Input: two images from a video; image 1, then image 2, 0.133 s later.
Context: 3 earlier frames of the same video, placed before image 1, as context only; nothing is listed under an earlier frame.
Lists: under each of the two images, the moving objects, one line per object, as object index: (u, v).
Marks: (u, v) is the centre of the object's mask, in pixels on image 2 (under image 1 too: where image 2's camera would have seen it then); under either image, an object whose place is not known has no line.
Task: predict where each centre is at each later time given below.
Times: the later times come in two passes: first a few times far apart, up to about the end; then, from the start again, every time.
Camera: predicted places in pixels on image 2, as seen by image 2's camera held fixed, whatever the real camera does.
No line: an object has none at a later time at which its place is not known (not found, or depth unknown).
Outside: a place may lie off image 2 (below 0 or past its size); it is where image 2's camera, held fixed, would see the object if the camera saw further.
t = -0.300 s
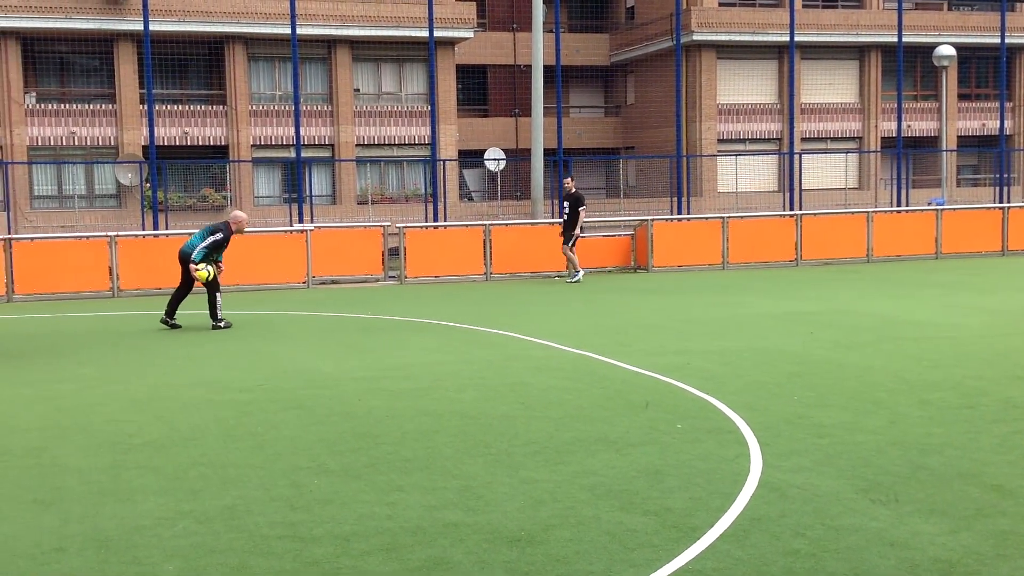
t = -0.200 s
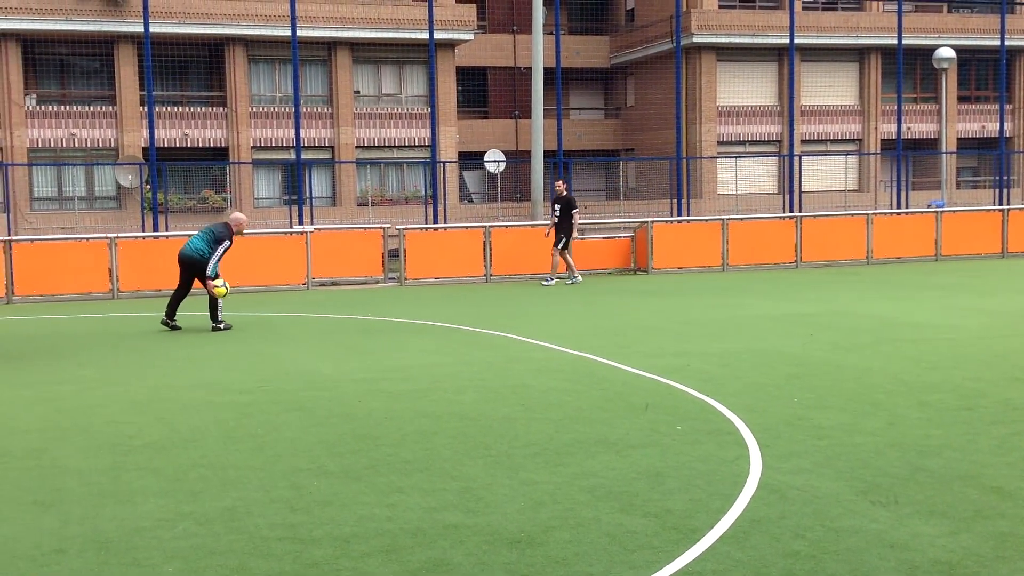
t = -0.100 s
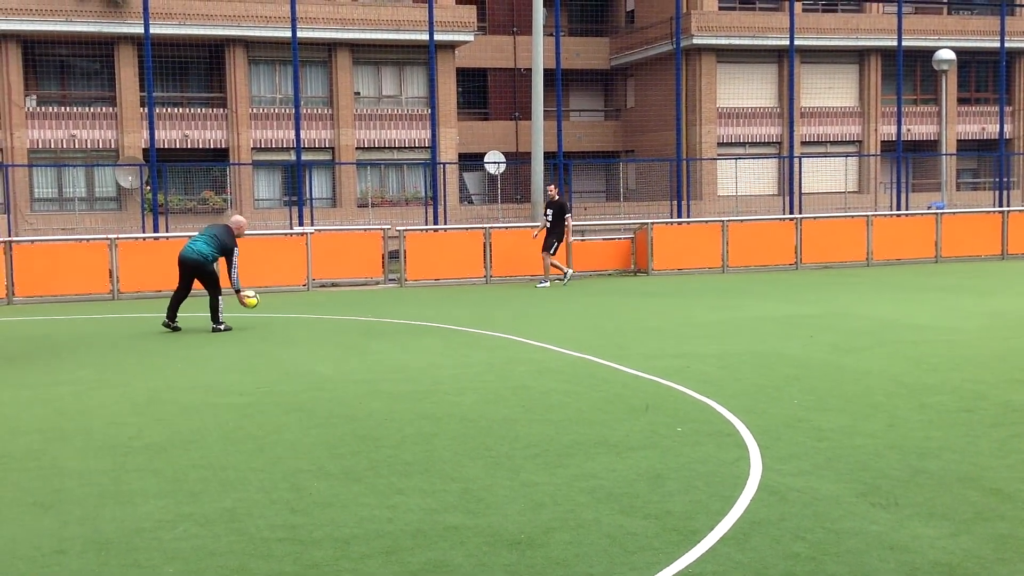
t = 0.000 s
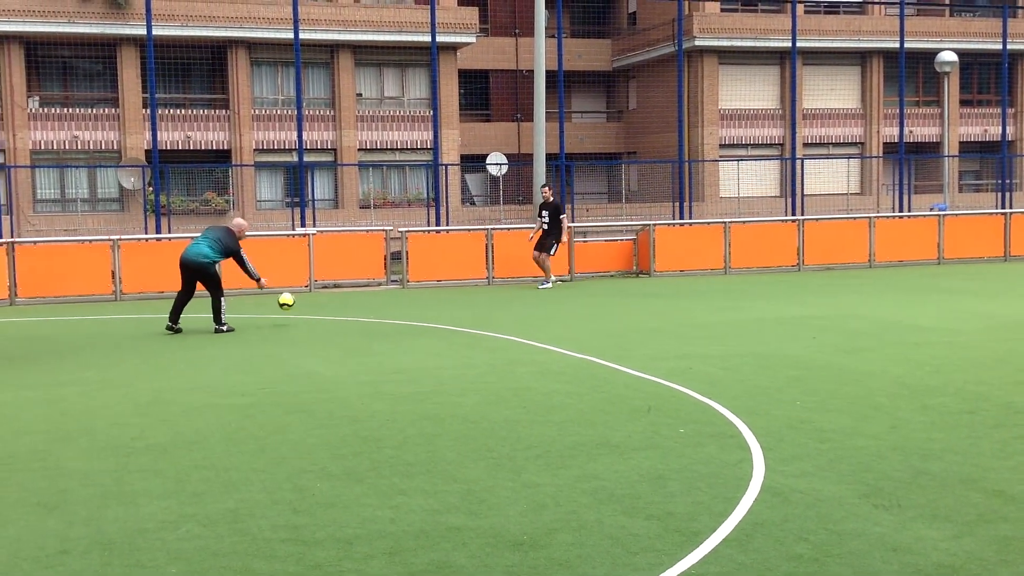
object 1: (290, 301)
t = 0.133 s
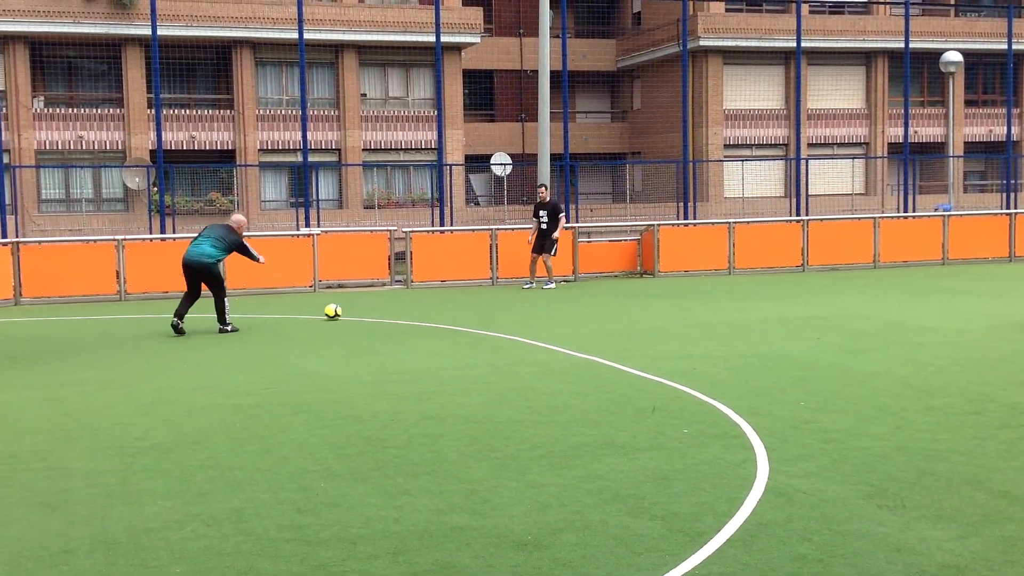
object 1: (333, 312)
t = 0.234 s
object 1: (356, 304)
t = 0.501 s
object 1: (412, 300)
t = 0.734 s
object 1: (455, 297)
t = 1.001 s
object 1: (501, 291)
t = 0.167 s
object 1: (341, 308)
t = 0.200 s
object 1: (348, 305)
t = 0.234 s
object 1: (356, 304)
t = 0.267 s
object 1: (363, 302)
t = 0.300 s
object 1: (370, 302)
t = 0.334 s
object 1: (378, 303)
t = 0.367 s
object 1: (385, 305)
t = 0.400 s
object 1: (391, 304)
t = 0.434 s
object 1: (398, 301)
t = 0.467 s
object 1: (405, 300)
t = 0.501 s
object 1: (412, 300)
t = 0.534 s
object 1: (418, 300)
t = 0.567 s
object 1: (425, 300)
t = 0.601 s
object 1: (431, 298)
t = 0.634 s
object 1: (437, 297)
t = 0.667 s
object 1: (443, 296)
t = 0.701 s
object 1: (450, 297)
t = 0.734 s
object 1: (455, 297)
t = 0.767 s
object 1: (462, 295)
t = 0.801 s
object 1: (468, 295)
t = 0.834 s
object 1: (474, 295)
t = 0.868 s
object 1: (479, 294)
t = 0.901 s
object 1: (485, 293)
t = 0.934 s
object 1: (490, 293)
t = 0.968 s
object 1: (496, 292)
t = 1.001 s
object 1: (501, 291)
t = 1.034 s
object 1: (507, 291)
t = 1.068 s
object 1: (512, 290)
